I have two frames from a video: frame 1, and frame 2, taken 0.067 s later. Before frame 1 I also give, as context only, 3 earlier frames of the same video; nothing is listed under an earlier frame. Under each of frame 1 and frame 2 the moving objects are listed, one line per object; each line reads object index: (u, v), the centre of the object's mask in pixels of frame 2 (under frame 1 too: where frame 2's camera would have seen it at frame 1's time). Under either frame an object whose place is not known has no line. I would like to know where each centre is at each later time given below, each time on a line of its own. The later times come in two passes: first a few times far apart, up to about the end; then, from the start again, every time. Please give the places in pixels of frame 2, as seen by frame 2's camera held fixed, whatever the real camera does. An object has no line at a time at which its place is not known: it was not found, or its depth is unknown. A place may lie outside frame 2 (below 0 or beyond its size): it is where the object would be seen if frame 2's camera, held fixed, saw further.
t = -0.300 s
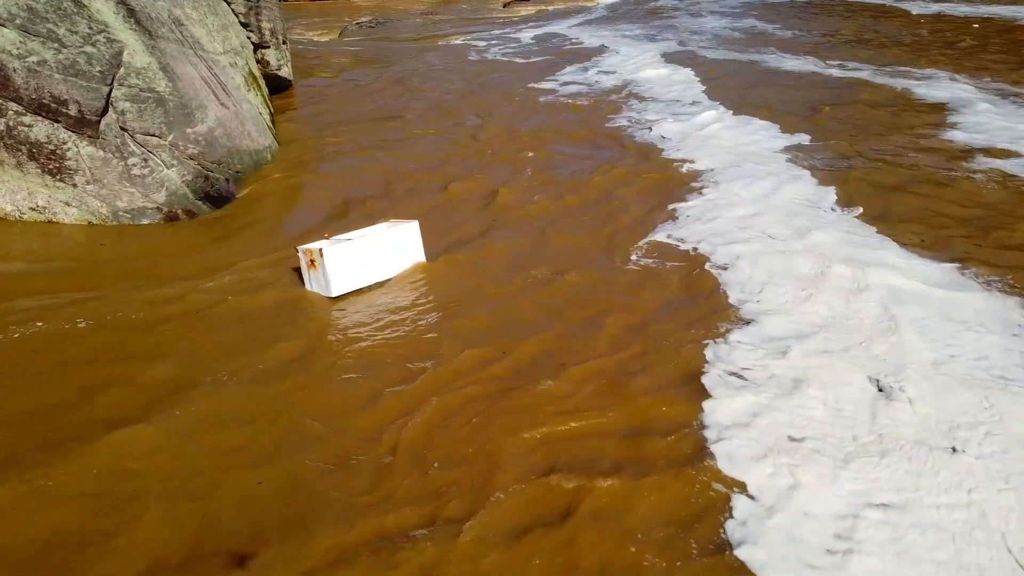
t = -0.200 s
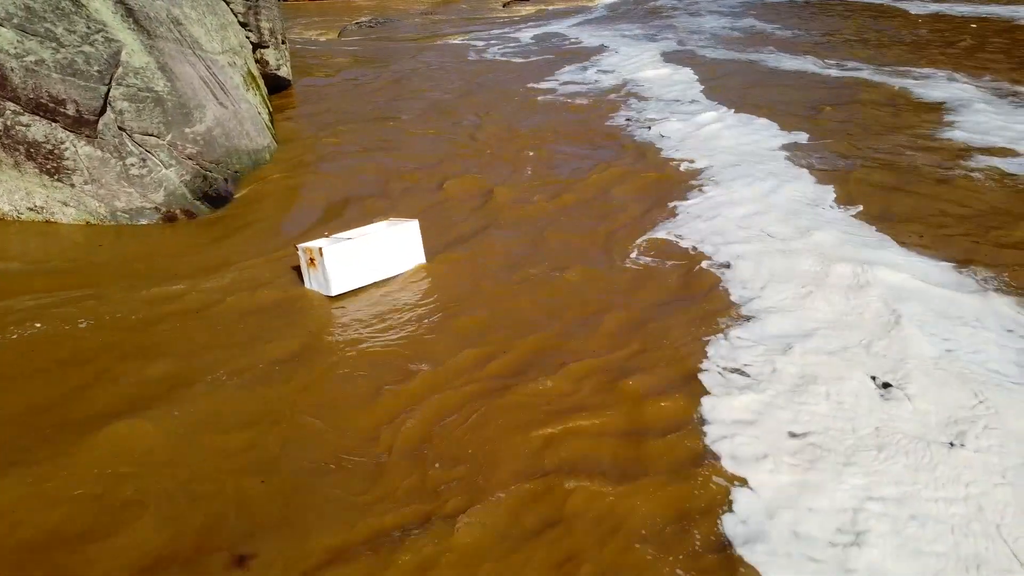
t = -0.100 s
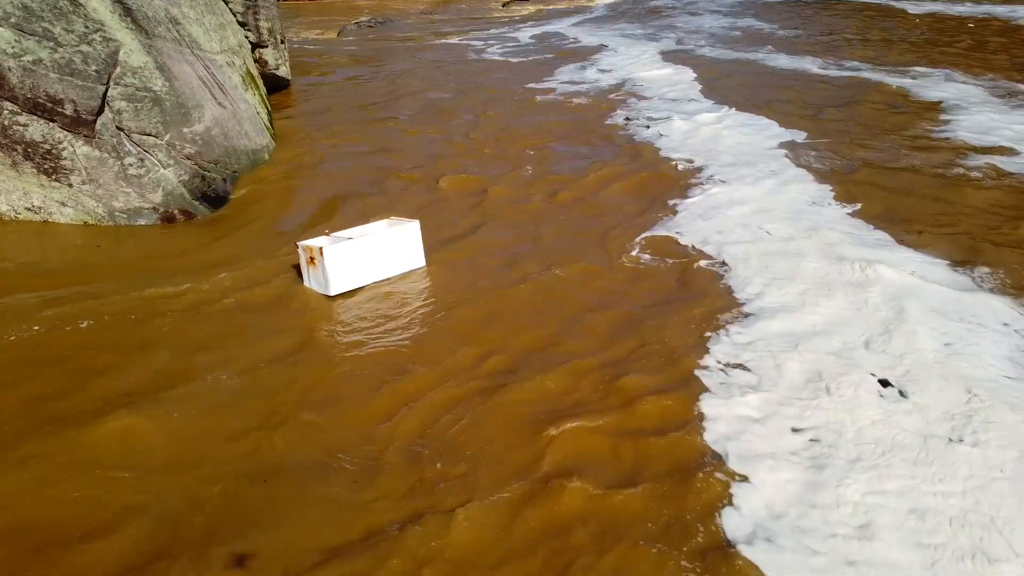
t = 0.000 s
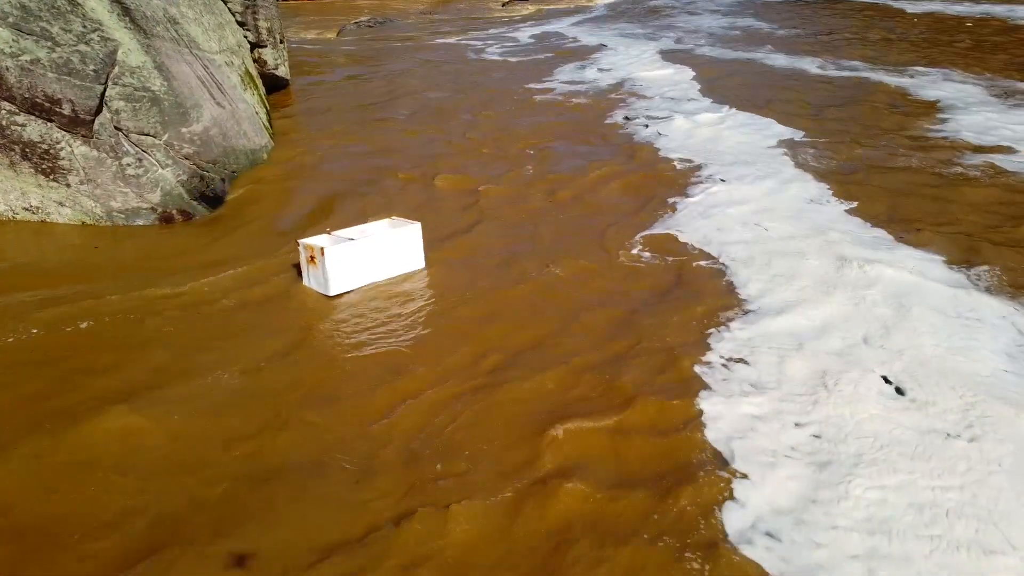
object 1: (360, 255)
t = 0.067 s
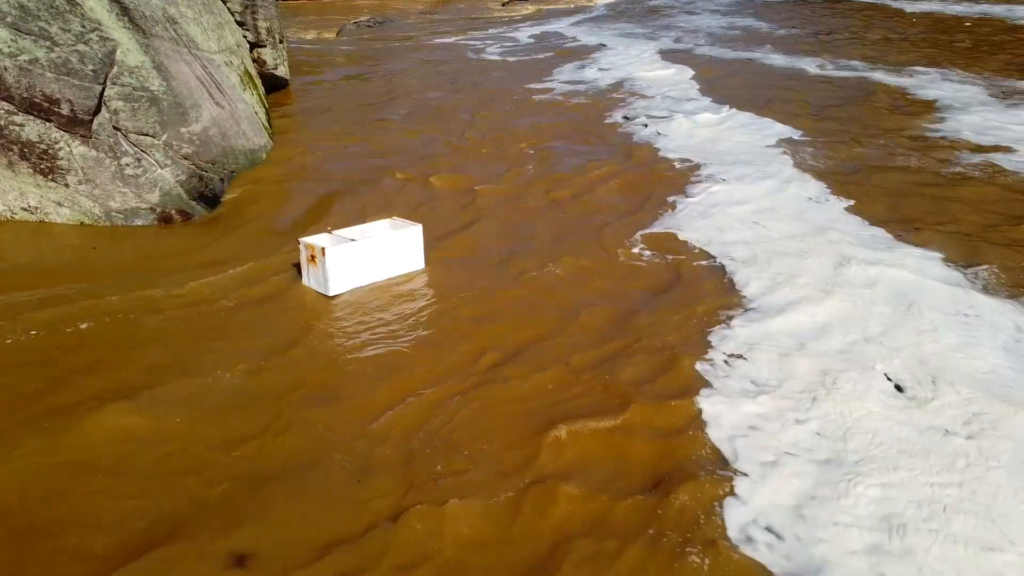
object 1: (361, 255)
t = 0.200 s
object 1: (362, 254)
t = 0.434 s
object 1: (366, 254)
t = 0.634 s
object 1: (370, 254)
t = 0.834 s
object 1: (374, 252)
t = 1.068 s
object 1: (379, 249)
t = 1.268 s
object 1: (382, 245)
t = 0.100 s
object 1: (361, 255)
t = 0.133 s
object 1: (362, 255)
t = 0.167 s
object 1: (362, 255)
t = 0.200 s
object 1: (362, 254)
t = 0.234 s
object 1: (362, 254)
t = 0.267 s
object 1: (363, 254)
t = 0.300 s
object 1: (363, 254)
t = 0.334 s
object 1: (364, 254)
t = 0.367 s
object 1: (365, 254)
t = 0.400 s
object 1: (365, 254)
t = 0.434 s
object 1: (366, 254)
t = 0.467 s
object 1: (366, 254)
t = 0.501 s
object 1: (367, 254)
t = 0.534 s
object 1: (368, 254)
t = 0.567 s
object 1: (368, 254)
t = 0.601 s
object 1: (369, 254)
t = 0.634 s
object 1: (370, 254)
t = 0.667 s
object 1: (370, 254)
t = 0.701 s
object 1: (371, 253)
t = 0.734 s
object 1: (372, 253)
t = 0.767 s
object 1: (373, 253)
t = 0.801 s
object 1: (373, 252)
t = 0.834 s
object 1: (374, 252)
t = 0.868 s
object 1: (375, 251)
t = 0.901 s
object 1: (376, 251)
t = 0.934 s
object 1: (376, 251)
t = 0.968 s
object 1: (377, 250)
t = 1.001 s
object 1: (378, 250)
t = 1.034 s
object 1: (378, 249)
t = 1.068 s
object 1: (379, 249)
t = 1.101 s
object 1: (379, 248)
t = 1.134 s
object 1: (380, 247)
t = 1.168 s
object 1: (381, 247)
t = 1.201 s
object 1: (381, 247)
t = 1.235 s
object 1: (382, 246)
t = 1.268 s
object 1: (382, 245)
